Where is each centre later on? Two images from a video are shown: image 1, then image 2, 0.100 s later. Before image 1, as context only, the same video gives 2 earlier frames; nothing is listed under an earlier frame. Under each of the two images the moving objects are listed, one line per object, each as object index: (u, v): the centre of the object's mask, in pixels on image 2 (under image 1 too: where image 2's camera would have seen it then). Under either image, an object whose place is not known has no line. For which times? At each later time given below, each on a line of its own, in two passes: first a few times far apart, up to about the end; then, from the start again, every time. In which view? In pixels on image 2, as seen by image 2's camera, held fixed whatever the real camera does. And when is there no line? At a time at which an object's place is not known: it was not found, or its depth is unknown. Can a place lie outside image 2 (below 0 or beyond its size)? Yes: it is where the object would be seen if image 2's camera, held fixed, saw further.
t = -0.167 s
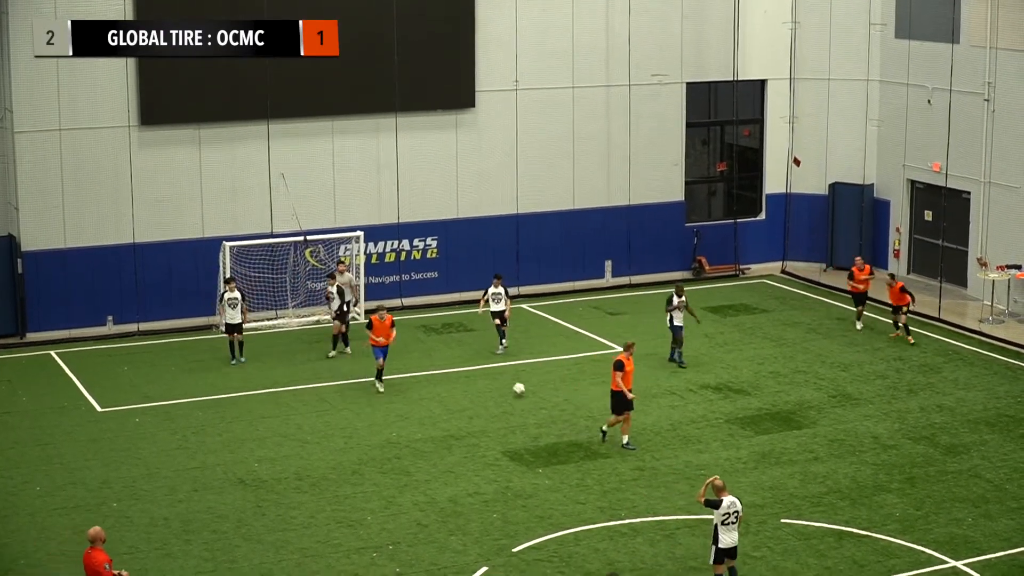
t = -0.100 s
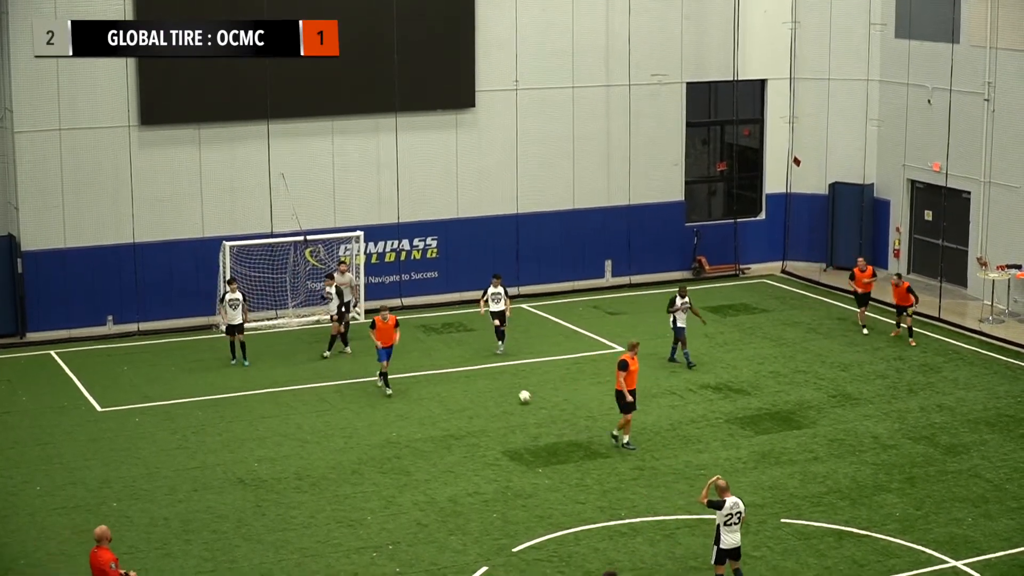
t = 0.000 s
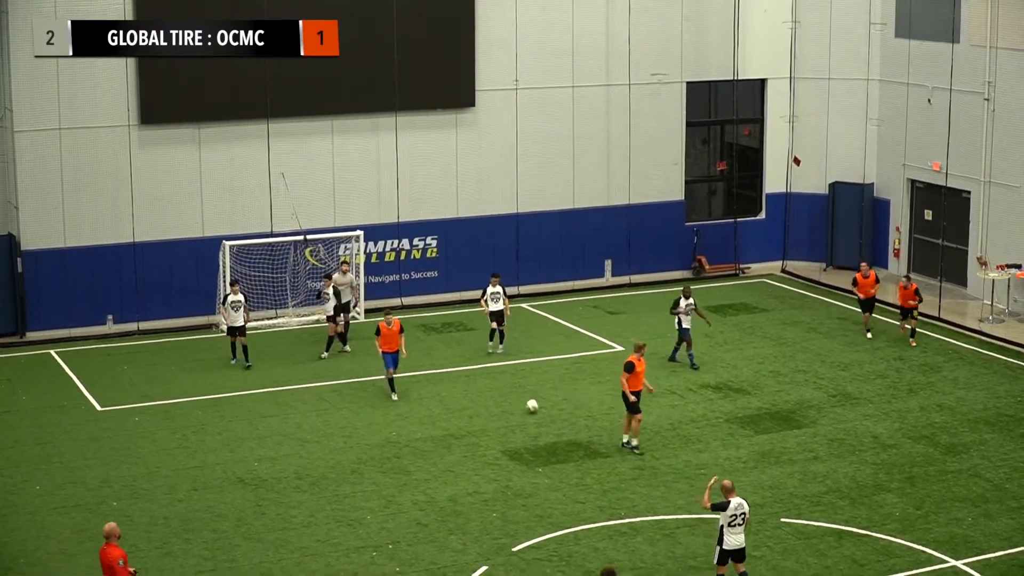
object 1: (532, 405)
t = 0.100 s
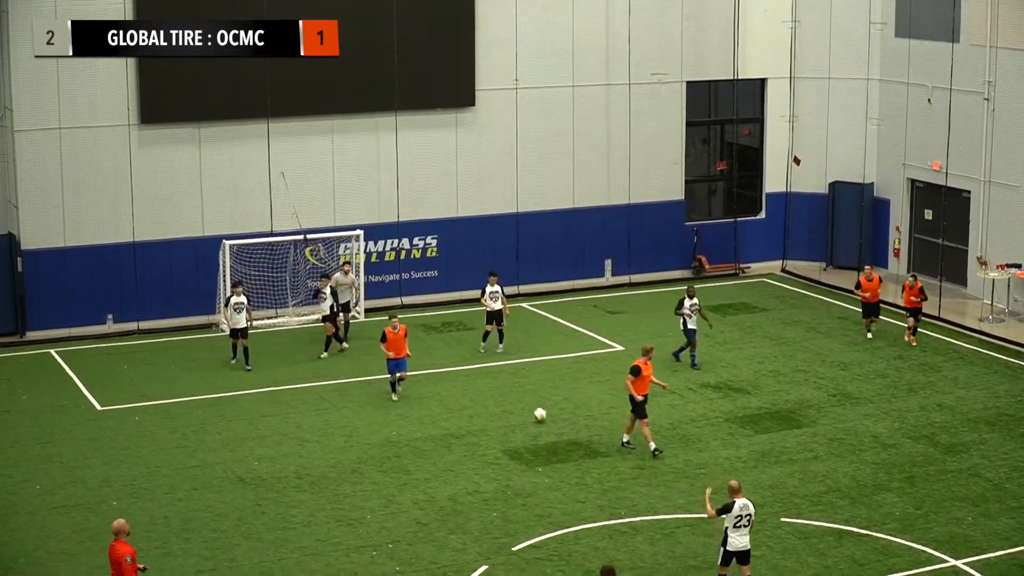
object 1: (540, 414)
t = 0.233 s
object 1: (550, 425)
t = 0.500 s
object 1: (568, 448)
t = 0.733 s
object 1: (584, 470)
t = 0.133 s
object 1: (543, 418)
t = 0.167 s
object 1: (545, 422)
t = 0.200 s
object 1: (548, 424)
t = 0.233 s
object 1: (550, 425)
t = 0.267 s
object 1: (552, 428)
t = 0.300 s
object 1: (554, 431)
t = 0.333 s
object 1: (556, 435)
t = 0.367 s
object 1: (558, 439)
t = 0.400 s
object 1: (561, 441)
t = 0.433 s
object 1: (563, 443)
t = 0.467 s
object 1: (565, 445)
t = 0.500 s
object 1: (568, 448)
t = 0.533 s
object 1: (570, 452)
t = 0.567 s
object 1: (572, 456)
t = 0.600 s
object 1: (574, 457)
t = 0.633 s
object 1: (577, 460)
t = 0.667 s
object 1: (580, 463)
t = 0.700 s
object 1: (582, 466)
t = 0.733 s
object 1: (584, 470)
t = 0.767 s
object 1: (586, 472)
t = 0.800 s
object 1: (589, 475)
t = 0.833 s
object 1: (591, 478)
